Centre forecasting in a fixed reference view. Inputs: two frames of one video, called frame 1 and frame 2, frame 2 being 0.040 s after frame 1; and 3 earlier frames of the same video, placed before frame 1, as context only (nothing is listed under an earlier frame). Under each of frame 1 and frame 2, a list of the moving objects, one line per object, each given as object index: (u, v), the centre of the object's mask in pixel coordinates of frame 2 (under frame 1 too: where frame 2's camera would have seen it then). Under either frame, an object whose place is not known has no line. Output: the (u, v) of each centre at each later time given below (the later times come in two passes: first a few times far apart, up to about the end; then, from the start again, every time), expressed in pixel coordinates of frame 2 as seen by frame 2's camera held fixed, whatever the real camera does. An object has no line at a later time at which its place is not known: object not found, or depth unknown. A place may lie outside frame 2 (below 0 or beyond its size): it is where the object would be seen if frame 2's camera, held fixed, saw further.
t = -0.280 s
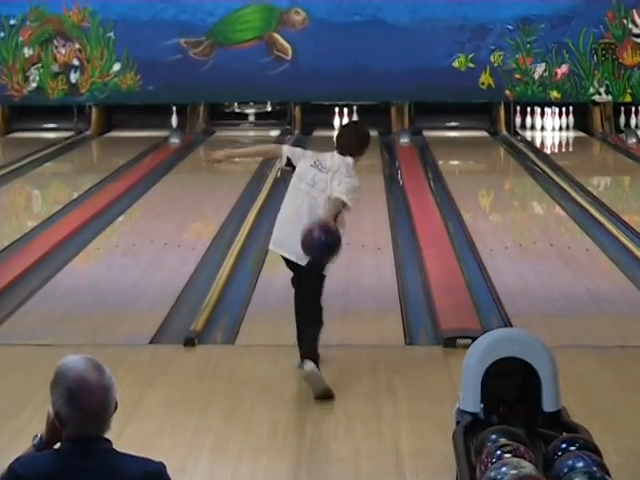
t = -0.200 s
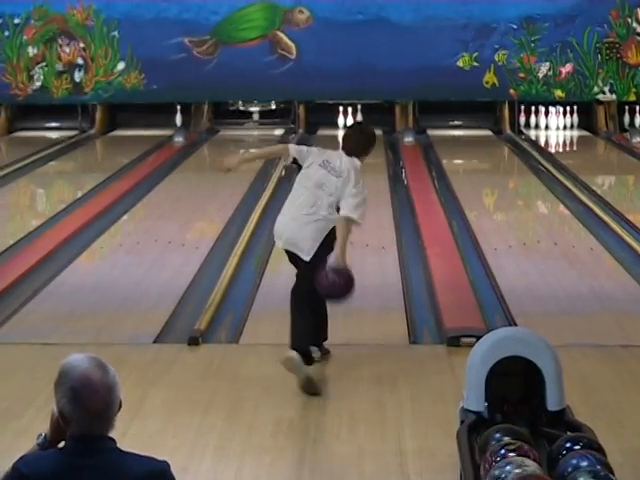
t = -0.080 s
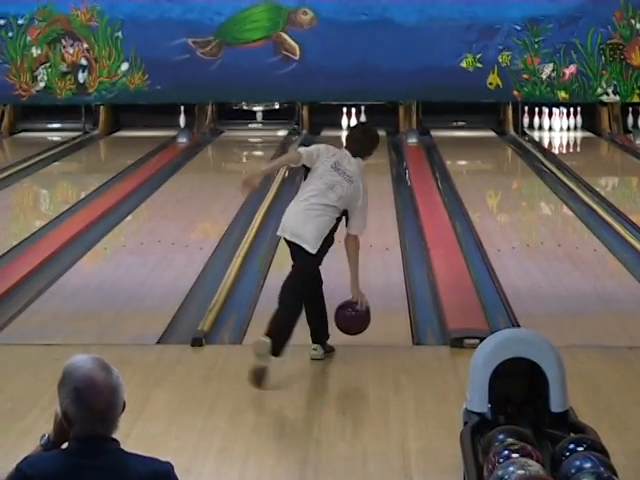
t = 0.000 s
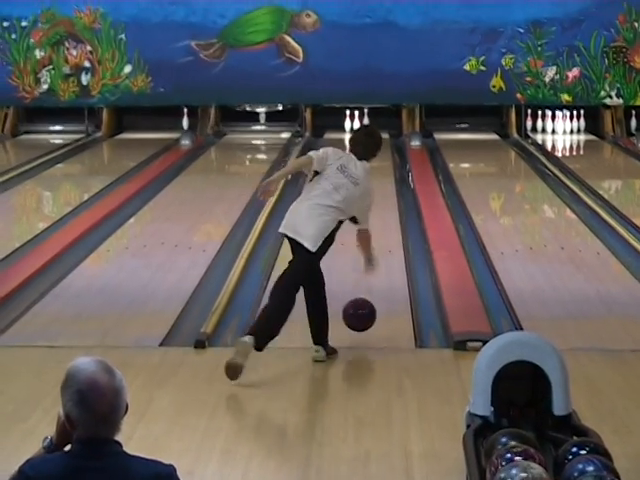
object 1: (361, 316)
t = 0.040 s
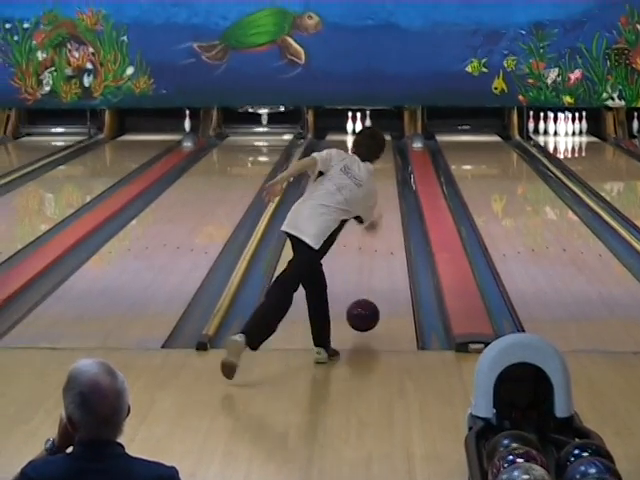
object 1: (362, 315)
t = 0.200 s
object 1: (368, 291)
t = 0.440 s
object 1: (374, 256)
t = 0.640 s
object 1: (377, 231)
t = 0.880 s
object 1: (379, 209)
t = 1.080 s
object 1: (380, 194)
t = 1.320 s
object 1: (380, 178)
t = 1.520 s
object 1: (379, 168)
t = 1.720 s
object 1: (379, 159)
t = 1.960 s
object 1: (376, 148)
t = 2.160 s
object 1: (374, 143)
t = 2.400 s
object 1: (370, 137)
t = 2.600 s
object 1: (366, 133)
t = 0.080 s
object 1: (364, 312)
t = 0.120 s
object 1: (365, 303)
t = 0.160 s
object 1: (367, 298)
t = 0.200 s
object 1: (368, 291)
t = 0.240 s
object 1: (369, 284)
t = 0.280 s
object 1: (370, 278)
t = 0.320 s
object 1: (372, 272)
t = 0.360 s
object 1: (372, 266)
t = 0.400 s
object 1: (373, 261)
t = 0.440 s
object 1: (374, 256)
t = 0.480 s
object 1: (375, 250)
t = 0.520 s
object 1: (375, 245)
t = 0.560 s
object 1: (376, 241)
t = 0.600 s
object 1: (376, 236)
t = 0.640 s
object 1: (377, 231)
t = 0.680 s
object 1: (377, 228)
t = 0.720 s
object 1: (385, 224)
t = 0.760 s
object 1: (381, 220)
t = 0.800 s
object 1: (378, 216)
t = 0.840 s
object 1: (379, 213)
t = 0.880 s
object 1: (379, 209)
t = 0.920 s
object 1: (379, 206)
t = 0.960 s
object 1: (379, 203)
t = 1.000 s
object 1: (379, 199)
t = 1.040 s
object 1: (380, 197)
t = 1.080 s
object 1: (380, 194)
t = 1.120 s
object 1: (380, 191)
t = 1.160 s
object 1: (380, 188)
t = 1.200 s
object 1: (380, 186)
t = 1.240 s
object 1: (380, 183)
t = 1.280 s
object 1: (380, 181)
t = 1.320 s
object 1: (380, 178)
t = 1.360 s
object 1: (380, 176)
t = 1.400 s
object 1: (381, 174)
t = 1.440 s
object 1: (381, 172)
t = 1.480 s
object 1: (380, 170)
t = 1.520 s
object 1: (379, 168)
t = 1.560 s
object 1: (380, 165)
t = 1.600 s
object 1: (381, 162)
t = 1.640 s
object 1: (383, 159)
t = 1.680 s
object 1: (382, 162)
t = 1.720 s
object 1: (379, 159)
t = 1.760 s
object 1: (379, 158)
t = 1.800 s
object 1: (379, 155)
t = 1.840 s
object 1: (379, 154)
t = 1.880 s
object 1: (377, 150)
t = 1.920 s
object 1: (376, 149)
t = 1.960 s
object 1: (376, 148)
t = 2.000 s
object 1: (376, 148)
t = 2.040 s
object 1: (375, 146)
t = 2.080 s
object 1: (375, 145)
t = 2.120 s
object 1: (375, 144)
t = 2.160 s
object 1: (374, 143)
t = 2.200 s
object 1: (373, 142)
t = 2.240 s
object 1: (373, 141)
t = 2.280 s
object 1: (372, 139)
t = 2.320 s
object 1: (371, 138)
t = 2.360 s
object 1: (371, 137)
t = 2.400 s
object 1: (370, 137)
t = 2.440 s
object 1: (369, 135)
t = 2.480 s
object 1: (369, 135)
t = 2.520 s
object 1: (368, 134)
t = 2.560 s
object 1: (367, 133)
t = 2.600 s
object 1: (366, 133)
